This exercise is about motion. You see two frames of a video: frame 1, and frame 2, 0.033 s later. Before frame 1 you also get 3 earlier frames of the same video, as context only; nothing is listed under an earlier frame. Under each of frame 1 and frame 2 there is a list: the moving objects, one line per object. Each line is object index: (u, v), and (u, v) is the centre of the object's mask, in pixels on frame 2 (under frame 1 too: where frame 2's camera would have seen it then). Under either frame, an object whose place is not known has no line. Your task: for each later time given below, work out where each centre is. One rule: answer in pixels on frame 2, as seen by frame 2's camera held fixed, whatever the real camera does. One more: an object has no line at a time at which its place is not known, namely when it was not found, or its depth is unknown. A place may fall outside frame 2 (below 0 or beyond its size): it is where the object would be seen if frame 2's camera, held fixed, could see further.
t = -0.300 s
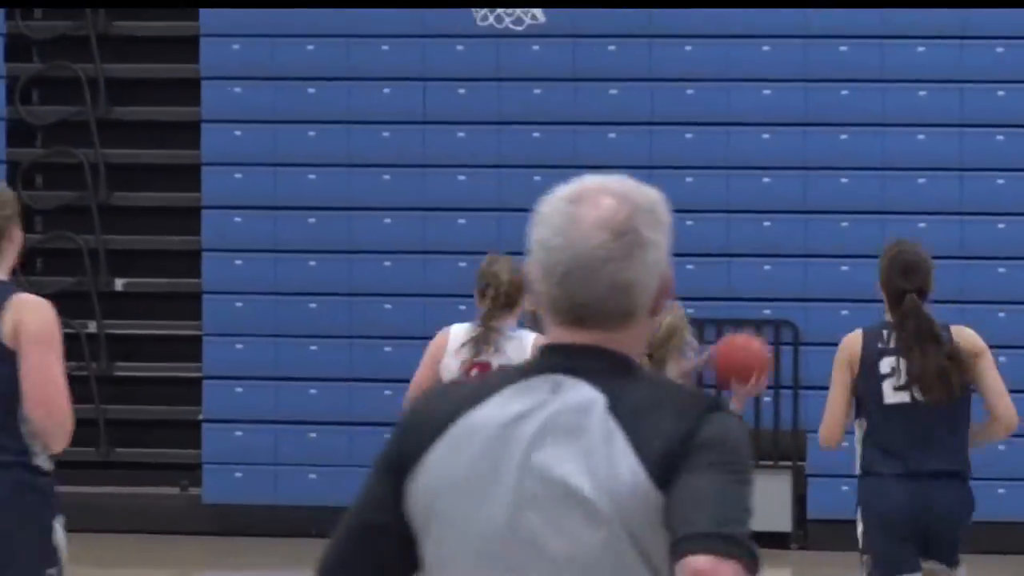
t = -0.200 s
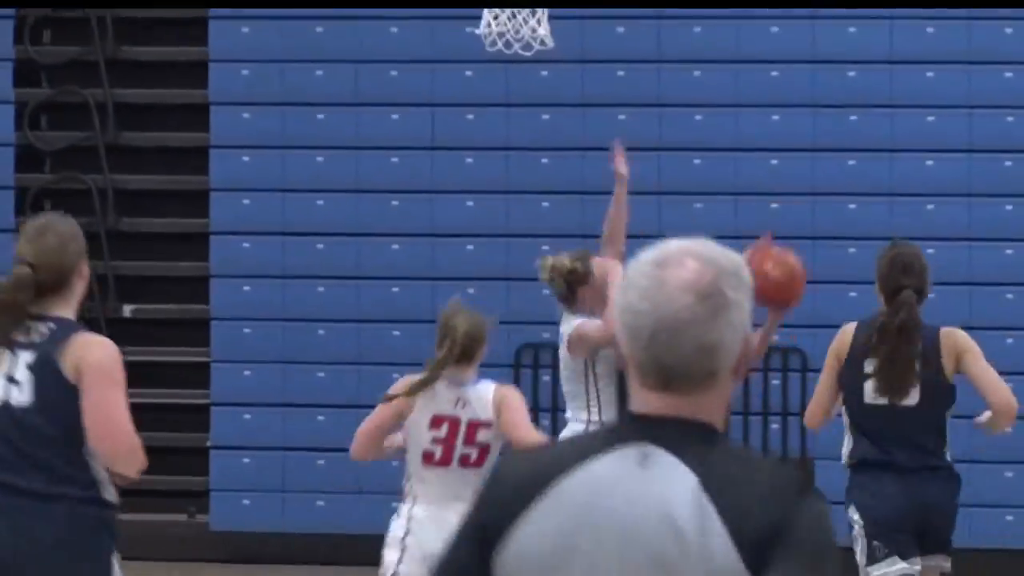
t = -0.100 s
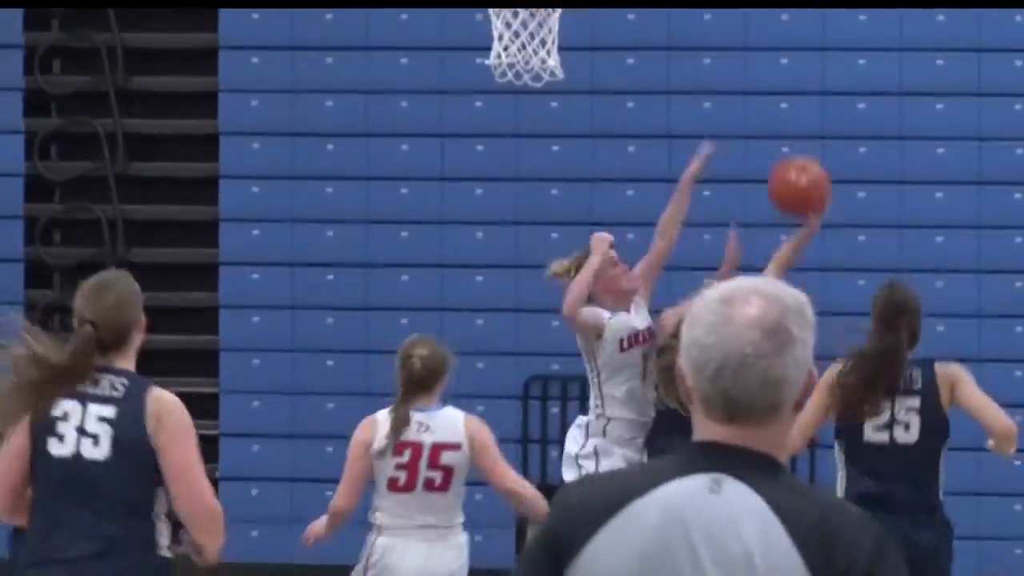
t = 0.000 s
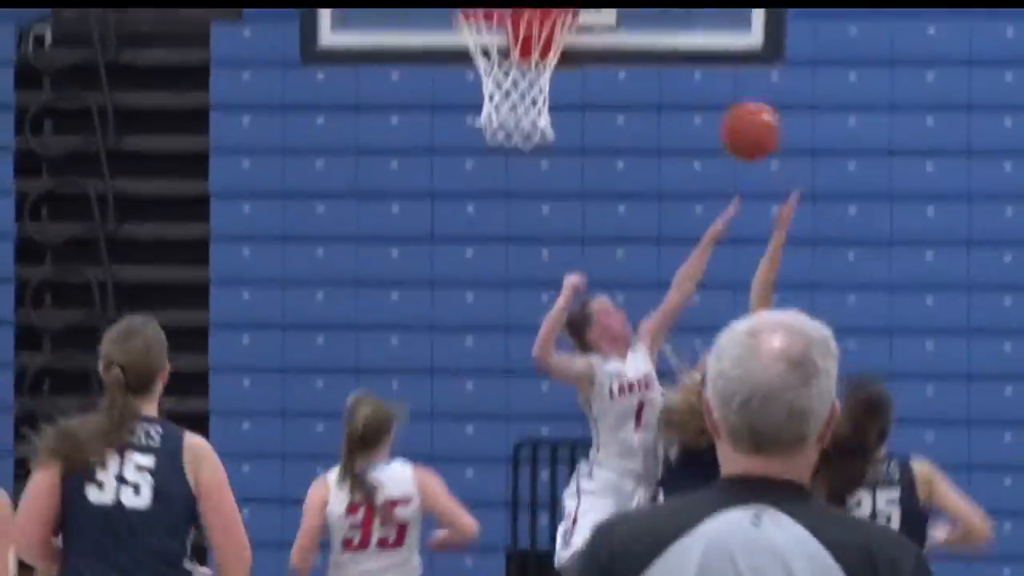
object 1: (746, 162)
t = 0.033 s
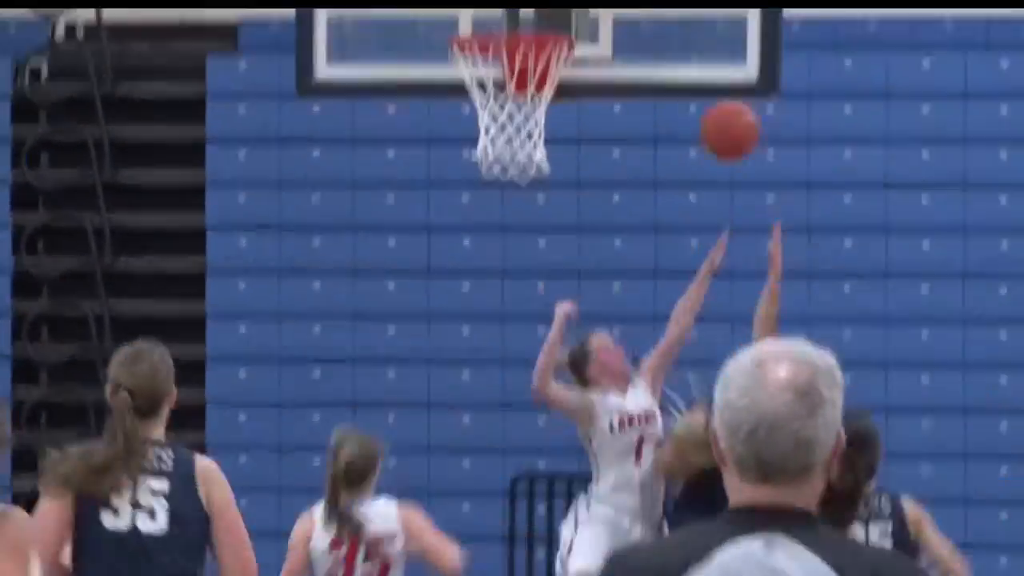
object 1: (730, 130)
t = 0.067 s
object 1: (715, 101)
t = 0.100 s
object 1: (700, 72)
